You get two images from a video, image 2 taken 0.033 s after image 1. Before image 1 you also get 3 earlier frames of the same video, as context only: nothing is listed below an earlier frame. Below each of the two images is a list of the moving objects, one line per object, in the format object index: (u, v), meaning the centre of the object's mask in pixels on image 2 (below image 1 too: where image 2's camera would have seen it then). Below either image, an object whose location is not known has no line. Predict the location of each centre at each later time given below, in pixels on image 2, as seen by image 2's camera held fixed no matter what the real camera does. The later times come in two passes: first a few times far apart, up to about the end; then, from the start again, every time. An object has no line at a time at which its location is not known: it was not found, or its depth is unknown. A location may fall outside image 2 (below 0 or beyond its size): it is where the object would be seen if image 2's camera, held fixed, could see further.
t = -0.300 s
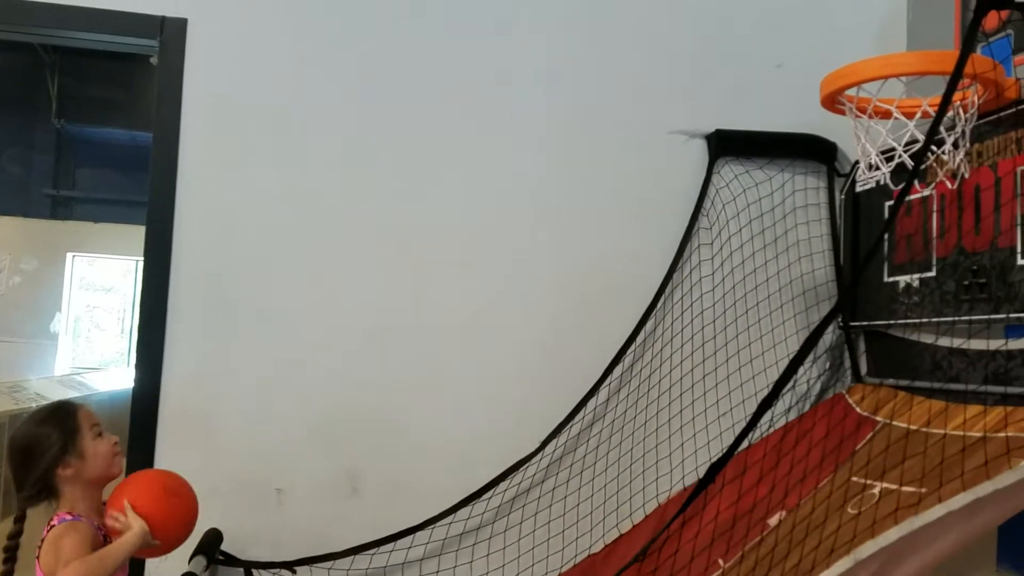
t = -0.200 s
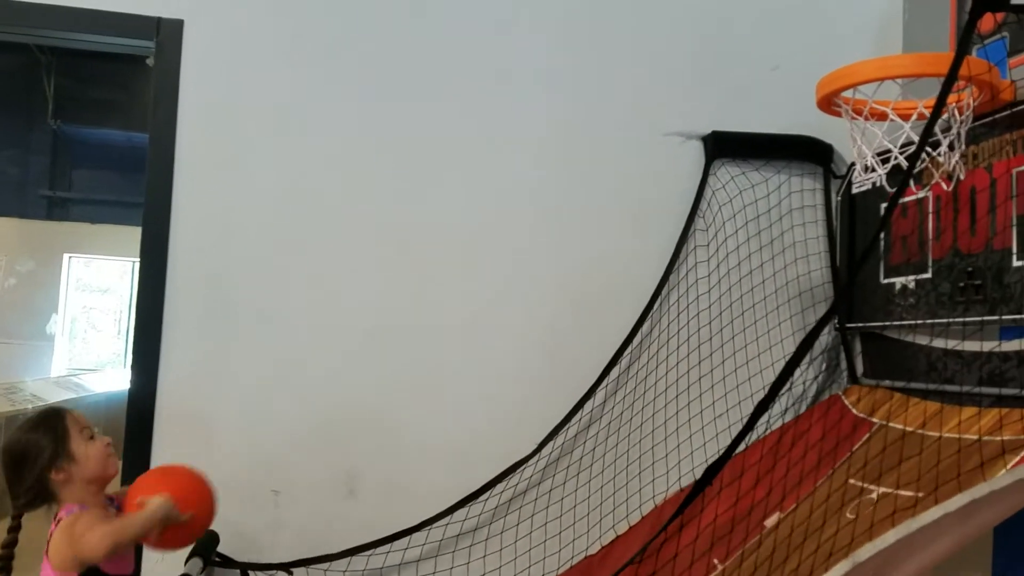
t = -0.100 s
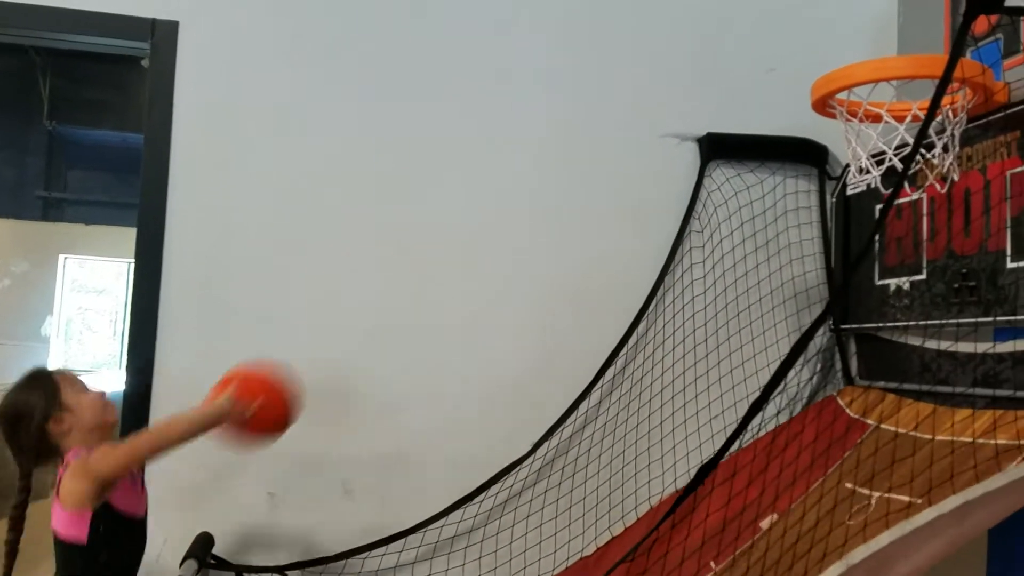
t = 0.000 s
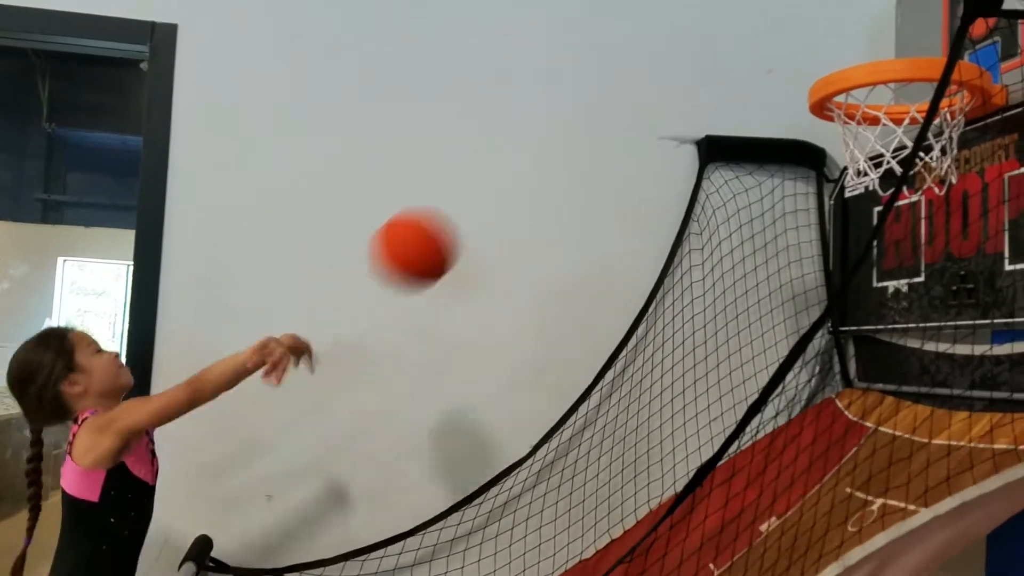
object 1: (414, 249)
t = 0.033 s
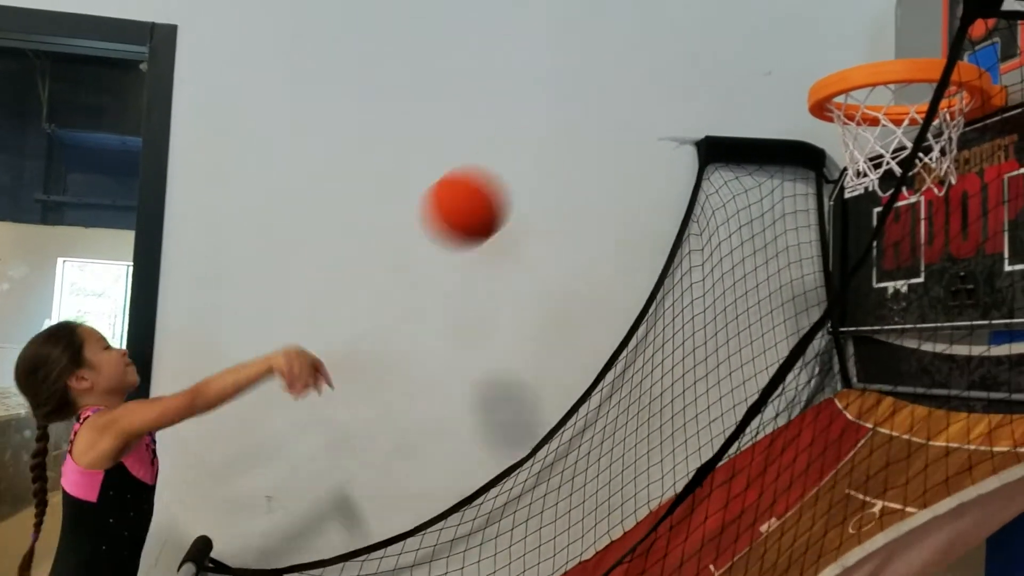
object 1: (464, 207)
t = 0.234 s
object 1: (746, 52)
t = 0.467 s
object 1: (875, 34)
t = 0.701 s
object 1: (787, 55)
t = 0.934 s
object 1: (706, 238)
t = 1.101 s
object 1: (641, 537)
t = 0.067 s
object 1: (515, 168)
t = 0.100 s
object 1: (563, 137)
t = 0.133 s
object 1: (610, 109)
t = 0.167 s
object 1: (657, 85)
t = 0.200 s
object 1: (702, 66)
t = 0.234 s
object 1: (746, 52)
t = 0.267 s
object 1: (790, 42)
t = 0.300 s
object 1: (832, 36)
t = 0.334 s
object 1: (874, 33)
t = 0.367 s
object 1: (914, 33)
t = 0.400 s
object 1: (918, 33)
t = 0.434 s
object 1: (897, 32)
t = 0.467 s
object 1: (875, 34)
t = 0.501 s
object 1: (852, 41)
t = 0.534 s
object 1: (832, 51)
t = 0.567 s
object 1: (824, 52)
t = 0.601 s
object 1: (816, 47)
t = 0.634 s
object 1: (807, 46)
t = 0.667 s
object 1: (797, 48)
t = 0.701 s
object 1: (787, 55)
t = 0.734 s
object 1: (777, 65)
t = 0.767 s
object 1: (766, 81)
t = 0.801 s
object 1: (755, 102)
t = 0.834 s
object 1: (744, 127)
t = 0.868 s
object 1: (732, 158)
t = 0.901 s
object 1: (719, 194)
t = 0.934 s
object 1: (706, 238)
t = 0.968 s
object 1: (693, 286)
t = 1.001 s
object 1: (682, 339)
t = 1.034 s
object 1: (668, 399)
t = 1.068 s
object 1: (656, 465)
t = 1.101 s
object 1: (641, 537)
